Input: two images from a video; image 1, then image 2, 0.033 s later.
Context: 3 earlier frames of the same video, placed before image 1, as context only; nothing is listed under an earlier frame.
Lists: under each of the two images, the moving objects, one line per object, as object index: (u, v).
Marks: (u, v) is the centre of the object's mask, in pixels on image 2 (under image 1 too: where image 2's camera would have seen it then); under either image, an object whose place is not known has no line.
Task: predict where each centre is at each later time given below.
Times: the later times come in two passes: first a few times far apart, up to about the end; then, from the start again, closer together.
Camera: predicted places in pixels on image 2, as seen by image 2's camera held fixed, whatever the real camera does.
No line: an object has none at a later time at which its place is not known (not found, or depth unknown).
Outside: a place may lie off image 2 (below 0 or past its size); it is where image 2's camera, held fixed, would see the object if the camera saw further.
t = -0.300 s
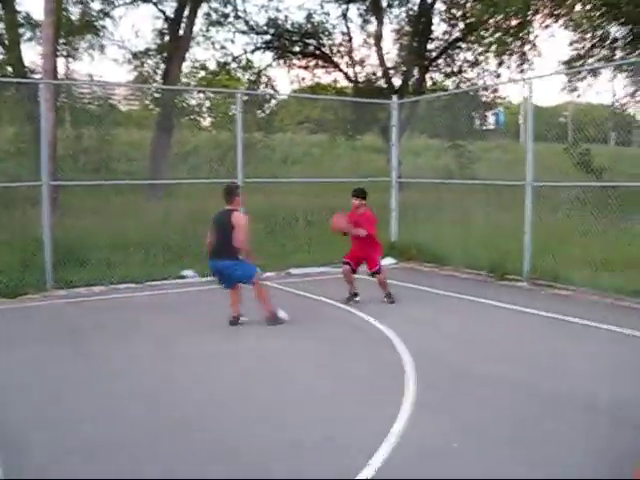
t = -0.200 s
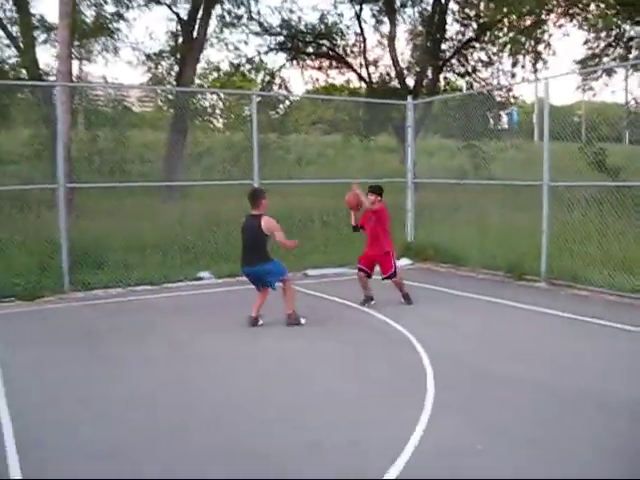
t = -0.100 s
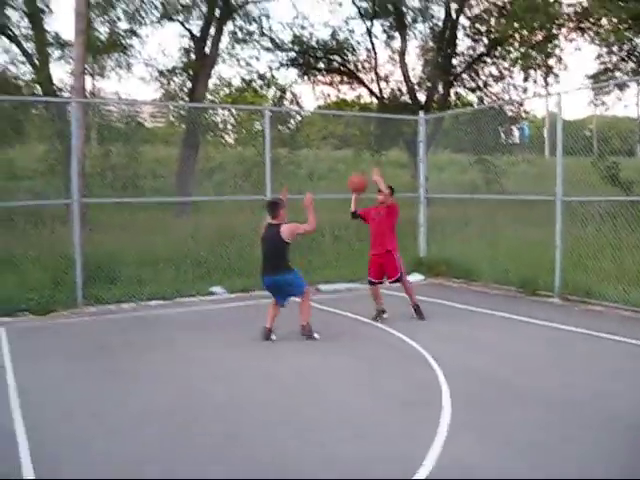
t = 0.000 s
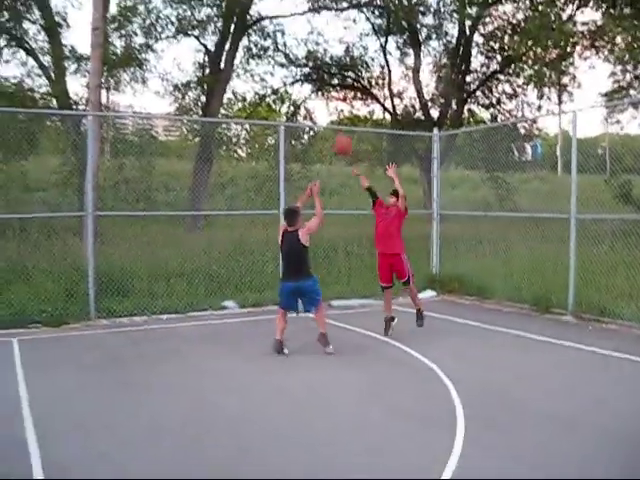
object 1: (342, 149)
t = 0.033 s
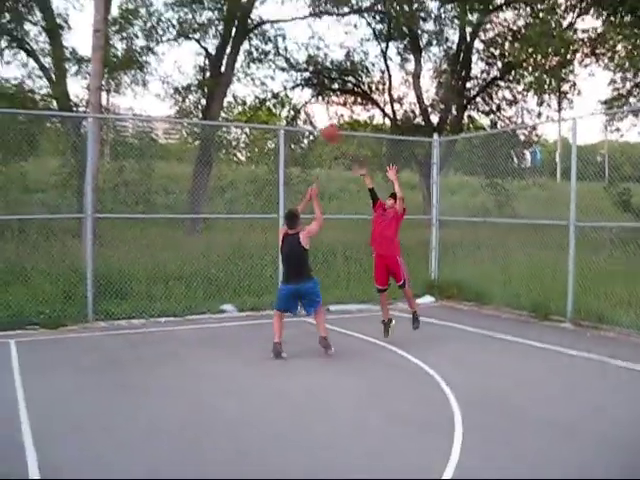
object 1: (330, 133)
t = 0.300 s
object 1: (234, 12)
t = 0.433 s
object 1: (181, -27)
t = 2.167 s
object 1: (-166, 317)
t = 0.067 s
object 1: (318, 113)
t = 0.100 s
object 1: (308, 96)
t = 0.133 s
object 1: (295, 80)
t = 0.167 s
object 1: (283, 63)
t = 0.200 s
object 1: (269, 48)
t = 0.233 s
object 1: (258, 36)
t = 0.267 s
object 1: (246, 22)
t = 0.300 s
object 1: (234, 12)
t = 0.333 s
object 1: (221, -1)
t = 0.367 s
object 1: (209, -11)
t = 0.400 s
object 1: (195, -21)
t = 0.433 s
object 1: (181, -27)
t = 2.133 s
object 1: (-168, 330)
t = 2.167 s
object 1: (-166, 317)
